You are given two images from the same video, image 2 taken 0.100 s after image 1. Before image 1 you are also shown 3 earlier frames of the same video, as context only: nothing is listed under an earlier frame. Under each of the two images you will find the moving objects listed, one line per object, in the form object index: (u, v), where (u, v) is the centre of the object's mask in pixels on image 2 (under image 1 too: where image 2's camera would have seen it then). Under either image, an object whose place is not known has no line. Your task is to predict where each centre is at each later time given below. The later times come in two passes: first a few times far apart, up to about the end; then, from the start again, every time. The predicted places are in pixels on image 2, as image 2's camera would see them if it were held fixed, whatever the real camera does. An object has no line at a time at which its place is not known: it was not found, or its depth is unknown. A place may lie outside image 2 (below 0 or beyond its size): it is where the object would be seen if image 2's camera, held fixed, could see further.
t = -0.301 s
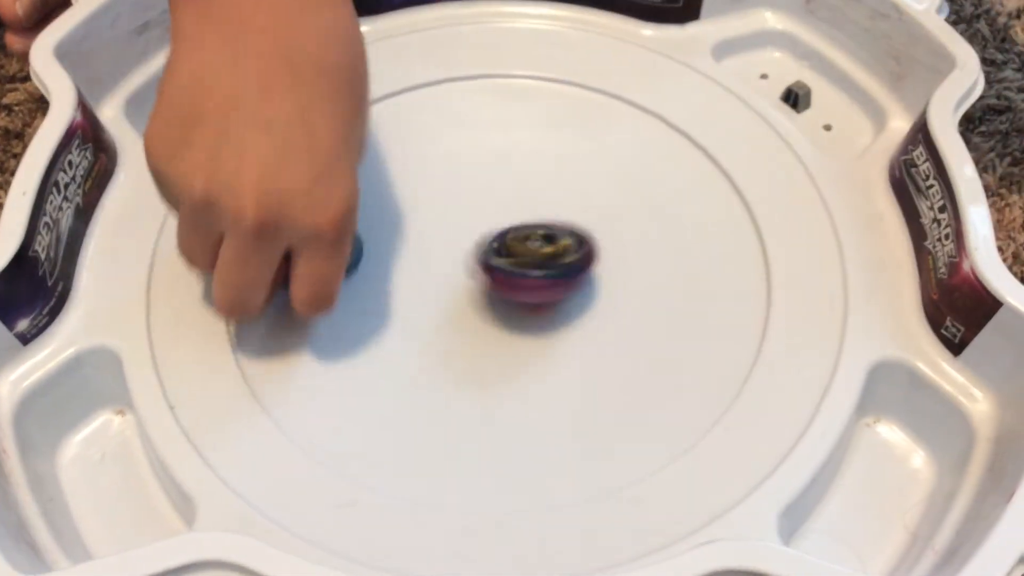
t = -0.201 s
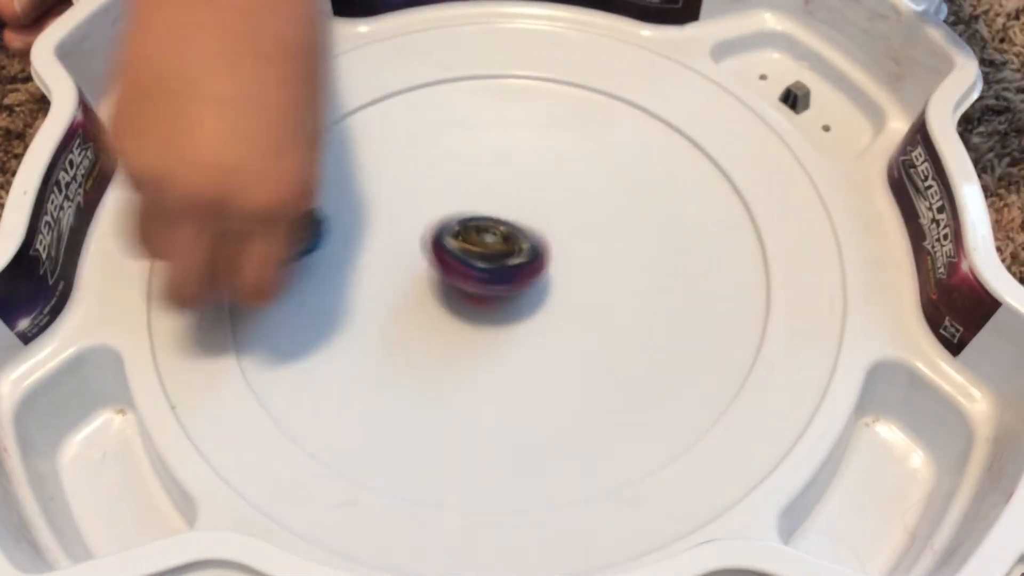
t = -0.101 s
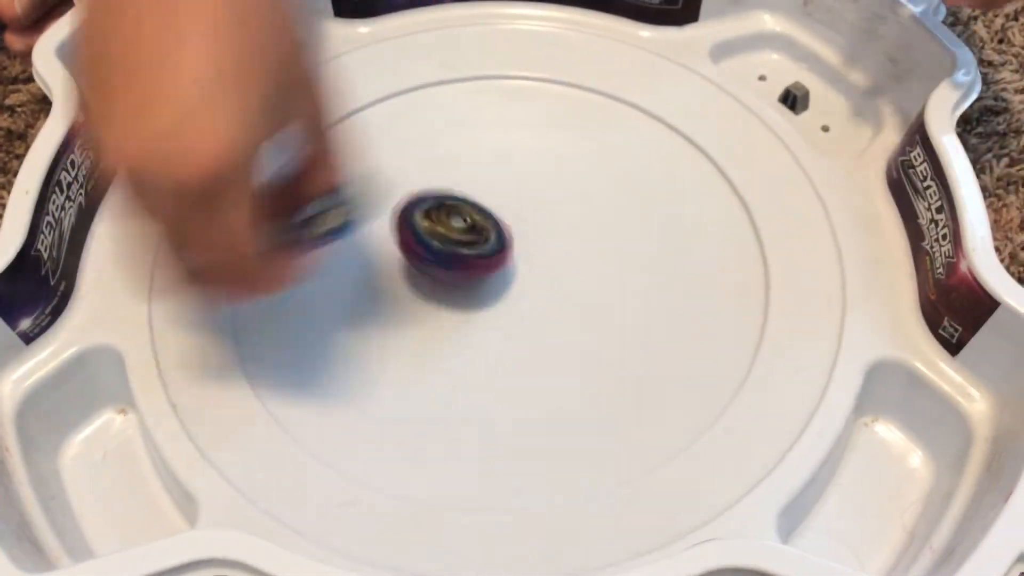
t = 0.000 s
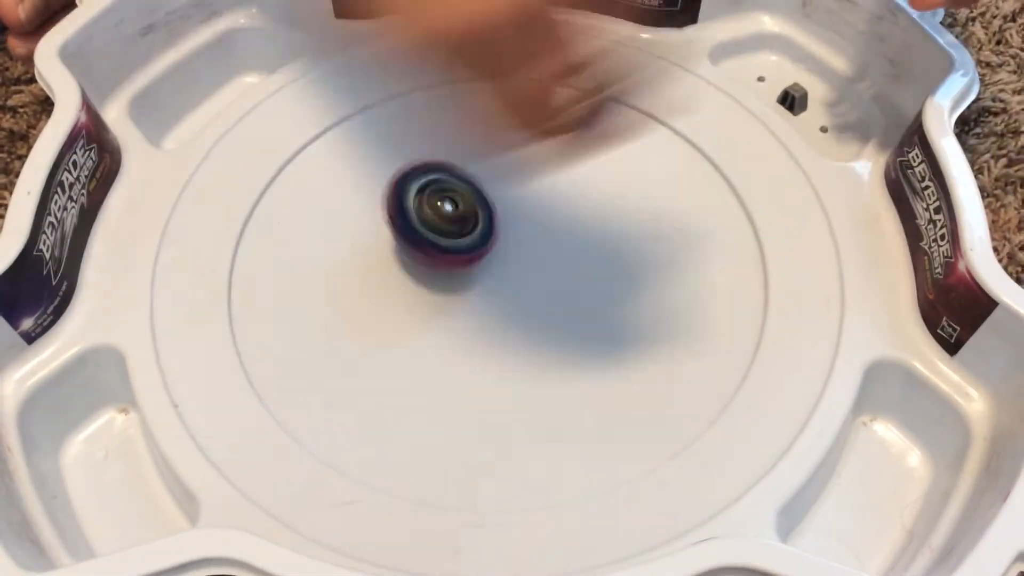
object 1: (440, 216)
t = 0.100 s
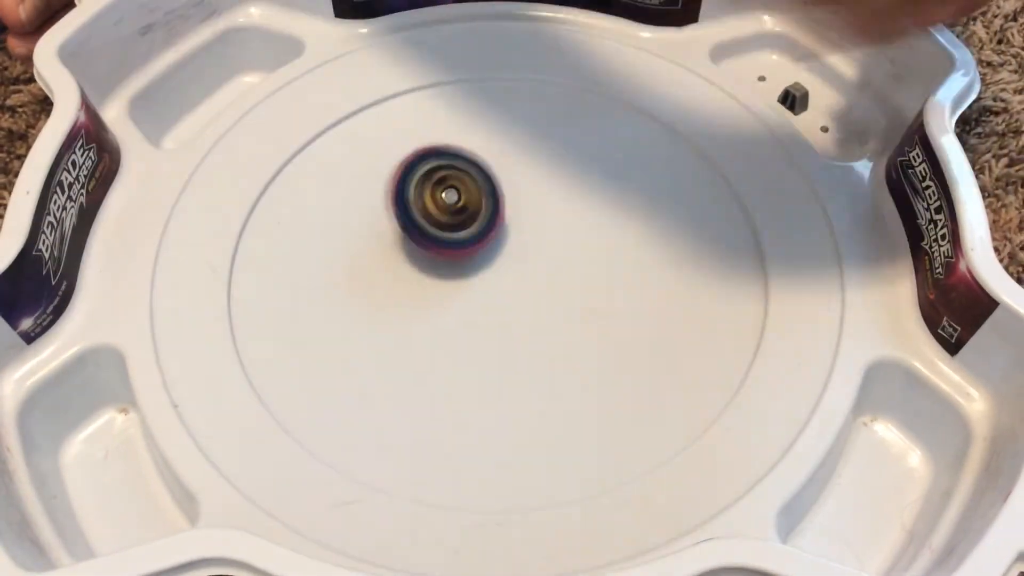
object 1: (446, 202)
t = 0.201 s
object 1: (461, 200)
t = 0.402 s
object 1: (497, 241)
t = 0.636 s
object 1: (489, 306)
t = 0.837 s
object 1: (456, 301)
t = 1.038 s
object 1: (477, 272)
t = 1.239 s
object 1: (543, 253)
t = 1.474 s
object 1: (573, 283)
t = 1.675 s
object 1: (535, 282)
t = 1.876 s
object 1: (497, 246)
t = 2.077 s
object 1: (517, 219)
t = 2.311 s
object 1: (530, 245)
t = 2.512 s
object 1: (489, 263)
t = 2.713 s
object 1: (481, 247)
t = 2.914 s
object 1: (517, 233)
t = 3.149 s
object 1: (531, 269)
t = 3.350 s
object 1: (499, 275)
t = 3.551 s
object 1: (497, 245)
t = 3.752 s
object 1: (519, 254)
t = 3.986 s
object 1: (511, 269)
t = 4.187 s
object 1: (524, 254)
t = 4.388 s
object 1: (535, 262)
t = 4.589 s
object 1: (540, 283)
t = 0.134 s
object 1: (450, 200)
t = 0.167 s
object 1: (455, 199)
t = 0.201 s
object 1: (461, 200)
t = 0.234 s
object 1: (468, 202)
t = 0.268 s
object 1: (473, 206)
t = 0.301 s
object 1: (480, 215)
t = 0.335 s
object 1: (488, 224)
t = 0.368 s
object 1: (491, 231)
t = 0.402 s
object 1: (497, 241)
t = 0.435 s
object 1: (503, 254)
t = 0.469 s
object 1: (504, 263)
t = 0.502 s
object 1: (505, 272)
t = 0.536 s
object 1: (504, 285)
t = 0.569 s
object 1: (499, 294)
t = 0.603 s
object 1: (494, 301)
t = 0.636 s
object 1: (489, 306)
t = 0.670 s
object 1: (484, 310)
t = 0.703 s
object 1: (479, 312)
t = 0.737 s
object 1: (473, 311)
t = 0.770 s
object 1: (468, 309)
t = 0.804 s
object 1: (462, 306)
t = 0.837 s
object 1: (456, 301)
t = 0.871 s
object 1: (455, 294)
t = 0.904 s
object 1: (456, 290)
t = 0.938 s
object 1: (459, 285)
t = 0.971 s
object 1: (465, 282)
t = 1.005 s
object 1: (470, 274)
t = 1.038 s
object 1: (477, 272)
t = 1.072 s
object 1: (485, 267)
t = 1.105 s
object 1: (495, 258)
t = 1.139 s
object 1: (508, 253)
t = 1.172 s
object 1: (521, 254)
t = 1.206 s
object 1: (532, 254)
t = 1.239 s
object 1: (543, 253)
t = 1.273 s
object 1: (549, 256)
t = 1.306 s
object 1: (553, 261)
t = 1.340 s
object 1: (562, 260)
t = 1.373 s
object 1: (567, 263)
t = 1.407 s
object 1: (574, 270)
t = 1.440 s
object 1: (574, 278)
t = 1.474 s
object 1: (573, 283)
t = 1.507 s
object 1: (569, 287)
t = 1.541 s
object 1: (566, 288)
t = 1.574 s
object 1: (562, 289)
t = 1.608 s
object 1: (557, 287)
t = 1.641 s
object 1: (547, 285)
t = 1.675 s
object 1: (535, 282)
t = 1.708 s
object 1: (522, 274)
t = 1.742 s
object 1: (515, 275)
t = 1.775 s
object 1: (509, 266)
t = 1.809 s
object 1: (503, 259)
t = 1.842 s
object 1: (499, 254)
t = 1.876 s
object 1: (497, 246)
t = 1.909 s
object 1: (498, 240)
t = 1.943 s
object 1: (498, 230)
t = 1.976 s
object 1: (502, 226)
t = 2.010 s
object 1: (507, 223)
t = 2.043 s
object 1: (512, 220)
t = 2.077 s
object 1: (517, 219)
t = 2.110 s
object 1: (520, 221)
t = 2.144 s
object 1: (523, 222)
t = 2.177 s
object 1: (522, 228)
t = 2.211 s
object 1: (528, 228)
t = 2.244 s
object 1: (532, 232)
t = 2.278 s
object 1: (533, 237)
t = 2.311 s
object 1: (530, 245)
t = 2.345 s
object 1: (524, 251)
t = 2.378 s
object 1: (518, 256)
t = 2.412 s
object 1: (510, 262)
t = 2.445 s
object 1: (505, 264)
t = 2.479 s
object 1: (495, 264)
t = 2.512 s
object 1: (489, 263)
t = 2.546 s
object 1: (484, 262)
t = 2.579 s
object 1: (477, 256)
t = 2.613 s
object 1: (474, 253)
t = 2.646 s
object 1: (474, 250)
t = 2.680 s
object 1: (479, 248)
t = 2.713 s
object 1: (481, 247)
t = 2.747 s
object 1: (482, 243)
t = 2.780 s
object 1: (487, 236)
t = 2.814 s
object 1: (492, 233)
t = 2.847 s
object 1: (498, 230)
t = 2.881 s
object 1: (510, 232)
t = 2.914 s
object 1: (517, 233)
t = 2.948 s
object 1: (523, 240)
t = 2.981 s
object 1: (523, 248)
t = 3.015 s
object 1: (524, 251)
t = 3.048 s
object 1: (526, 257)
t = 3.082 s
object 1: (527, 261)
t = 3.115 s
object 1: (530, 265)
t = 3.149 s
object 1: (531, 269)
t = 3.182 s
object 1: (527, 273)
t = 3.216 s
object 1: (523, 275)
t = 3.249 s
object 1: (516, 277)
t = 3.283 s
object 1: (509, 277)
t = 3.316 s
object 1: (505, 276)
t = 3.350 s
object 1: (499, 275)
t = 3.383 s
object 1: (498, 269)
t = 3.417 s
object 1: (497, 265)
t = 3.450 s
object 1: (495, 260)
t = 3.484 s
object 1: (495, 256)
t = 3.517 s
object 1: (495, 249)
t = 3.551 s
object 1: (497, 245)
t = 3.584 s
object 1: (500, 243)
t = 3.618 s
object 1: (506, 243)
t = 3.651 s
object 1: (510, 246)
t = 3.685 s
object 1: (511, 248)
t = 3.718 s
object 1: (516, 248)
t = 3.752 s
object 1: (519, 254)
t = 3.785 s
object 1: (519, 259)
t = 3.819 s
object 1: (520, 261)
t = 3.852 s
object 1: (520, 265)
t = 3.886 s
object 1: (517, 268)
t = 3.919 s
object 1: (513, 270)
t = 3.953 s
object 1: (511, 269)
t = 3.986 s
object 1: (511, 269)
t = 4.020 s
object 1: (512, 266)
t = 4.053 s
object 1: (516, 264)
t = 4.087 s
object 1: (519, 260)
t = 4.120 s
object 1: (520, 256)
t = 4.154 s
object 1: (521, 254)
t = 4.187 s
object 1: (524, 254)
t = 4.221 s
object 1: (527, 251)
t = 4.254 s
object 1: (530, 250)
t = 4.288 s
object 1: (532, 257)
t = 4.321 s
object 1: (533, 256)
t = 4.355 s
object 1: (534, 259)
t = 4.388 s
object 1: (535, 262)
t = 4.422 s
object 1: (537, 264)
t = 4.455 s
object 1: (539, 267)
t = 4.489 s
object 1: (539, 271)
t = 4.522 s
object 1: (539, 276)
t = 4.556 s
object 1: (539, 280)
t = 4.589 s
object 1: (540, 283)
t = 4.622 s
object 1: (540, 282)
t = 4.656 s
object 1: (540, 279)
